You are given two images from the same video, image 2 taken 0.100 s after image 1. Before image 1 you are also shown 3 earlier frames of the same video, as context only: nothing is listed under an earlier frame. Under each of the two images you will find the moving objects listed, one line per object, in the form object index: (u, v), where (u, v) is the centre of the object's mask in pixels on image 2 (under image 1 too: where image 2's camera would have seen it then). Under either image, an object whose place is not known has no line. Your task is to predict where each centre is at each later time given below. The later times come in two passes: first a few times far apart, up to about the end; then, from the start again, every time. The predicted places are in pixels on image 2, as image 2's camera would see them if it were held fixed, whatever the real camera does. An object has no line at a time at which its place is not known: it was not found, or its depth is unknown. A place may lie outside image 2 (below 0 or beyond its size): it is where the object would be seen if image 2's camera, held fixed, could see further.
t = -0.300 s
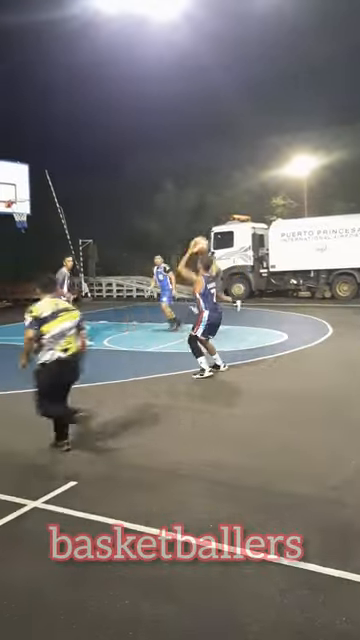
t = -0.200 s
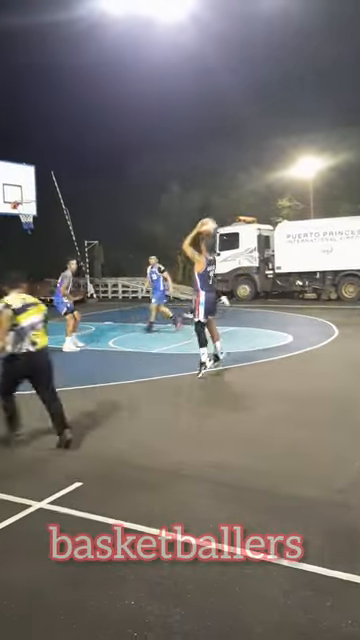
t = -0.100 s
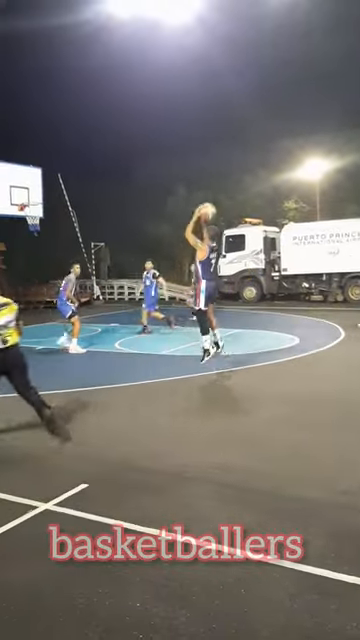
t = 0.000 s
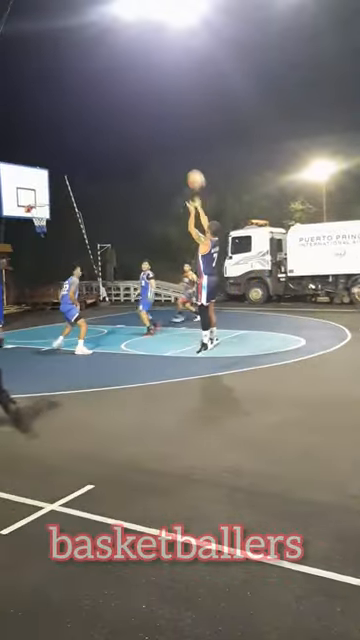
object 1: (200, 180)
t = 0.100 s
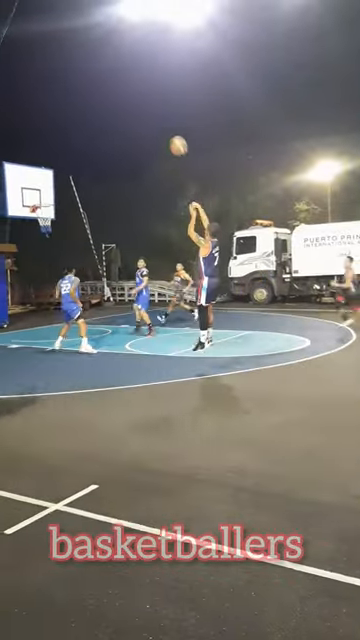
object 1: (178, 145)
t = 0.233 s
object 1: (152, 116)
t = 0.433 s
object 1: (119, 98)
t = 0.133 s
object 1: (171, 136)
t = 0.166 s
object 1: (164, 129)
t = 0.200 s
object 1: (158, 122)
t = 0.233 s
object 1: (152, 116)
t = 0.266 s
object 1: (145, 111)
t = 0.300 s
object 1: (140, 107)
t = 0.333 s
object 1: (134, 104)
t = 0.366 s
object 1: (129, 102)
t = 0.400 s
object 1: (124, 99)
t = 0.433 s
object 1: (119, 98)
